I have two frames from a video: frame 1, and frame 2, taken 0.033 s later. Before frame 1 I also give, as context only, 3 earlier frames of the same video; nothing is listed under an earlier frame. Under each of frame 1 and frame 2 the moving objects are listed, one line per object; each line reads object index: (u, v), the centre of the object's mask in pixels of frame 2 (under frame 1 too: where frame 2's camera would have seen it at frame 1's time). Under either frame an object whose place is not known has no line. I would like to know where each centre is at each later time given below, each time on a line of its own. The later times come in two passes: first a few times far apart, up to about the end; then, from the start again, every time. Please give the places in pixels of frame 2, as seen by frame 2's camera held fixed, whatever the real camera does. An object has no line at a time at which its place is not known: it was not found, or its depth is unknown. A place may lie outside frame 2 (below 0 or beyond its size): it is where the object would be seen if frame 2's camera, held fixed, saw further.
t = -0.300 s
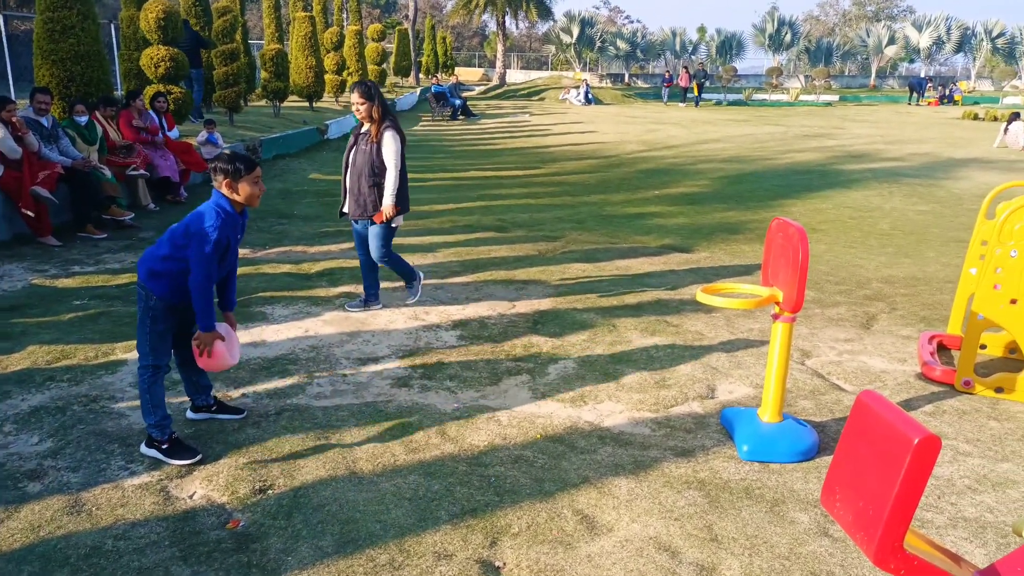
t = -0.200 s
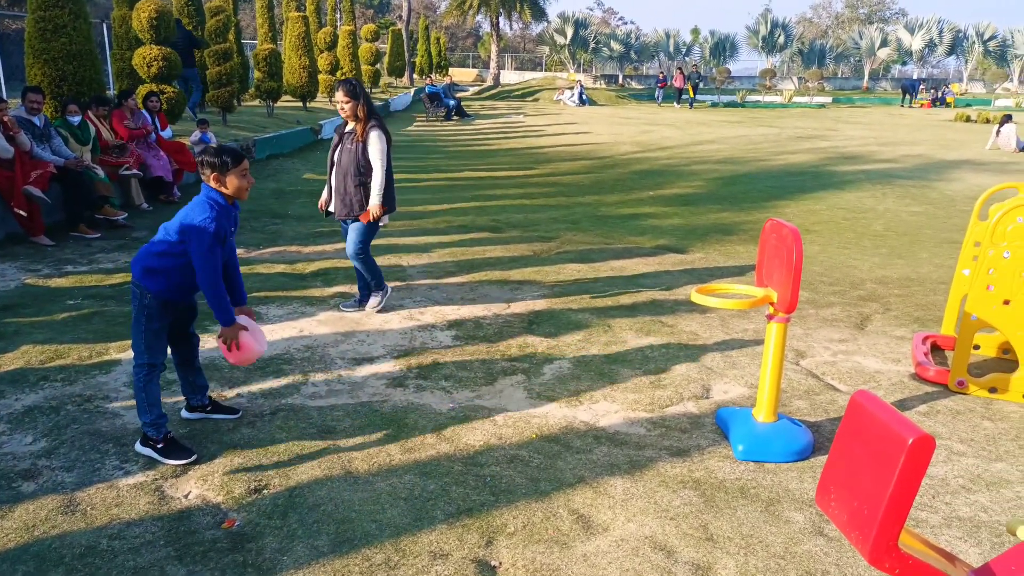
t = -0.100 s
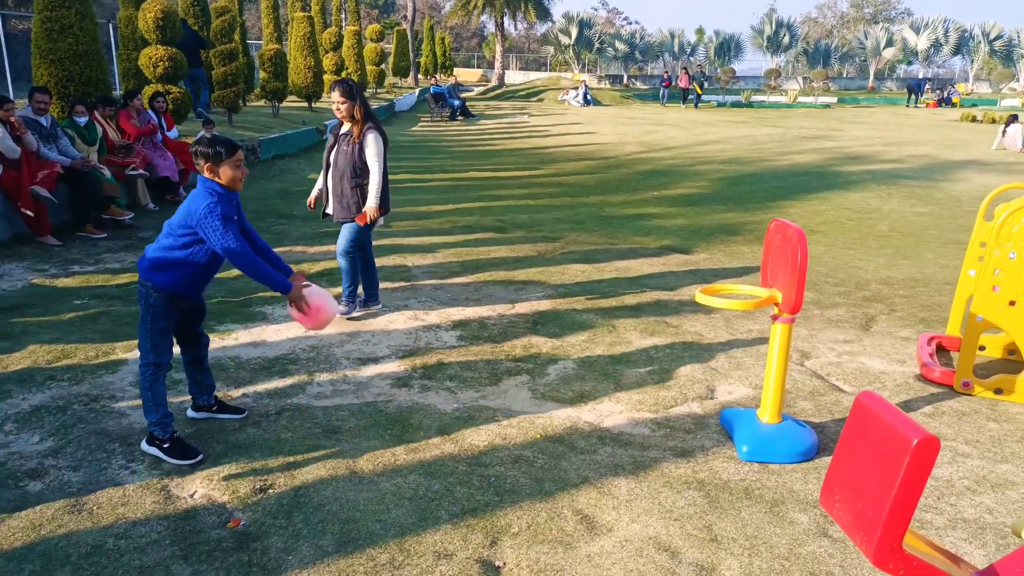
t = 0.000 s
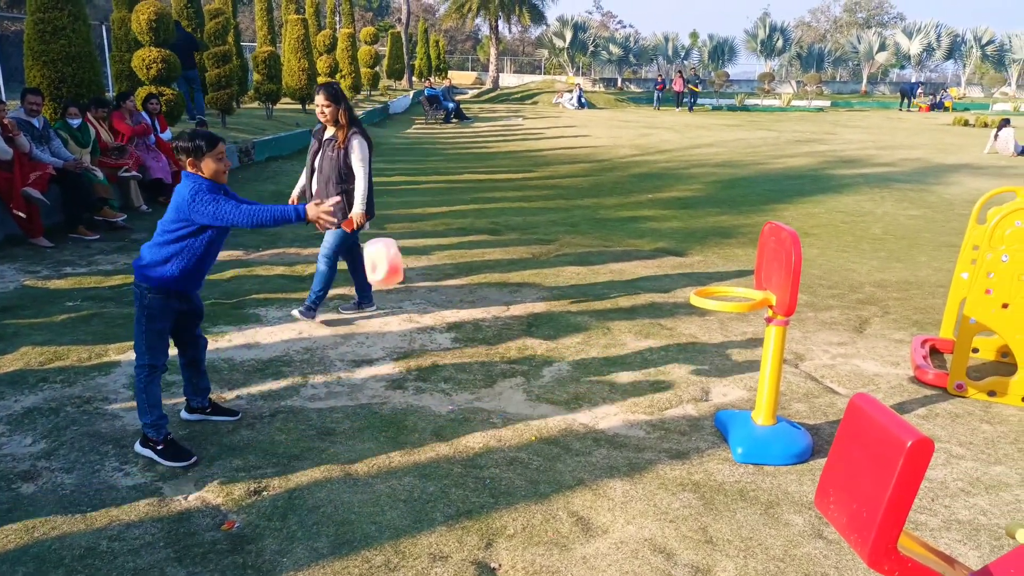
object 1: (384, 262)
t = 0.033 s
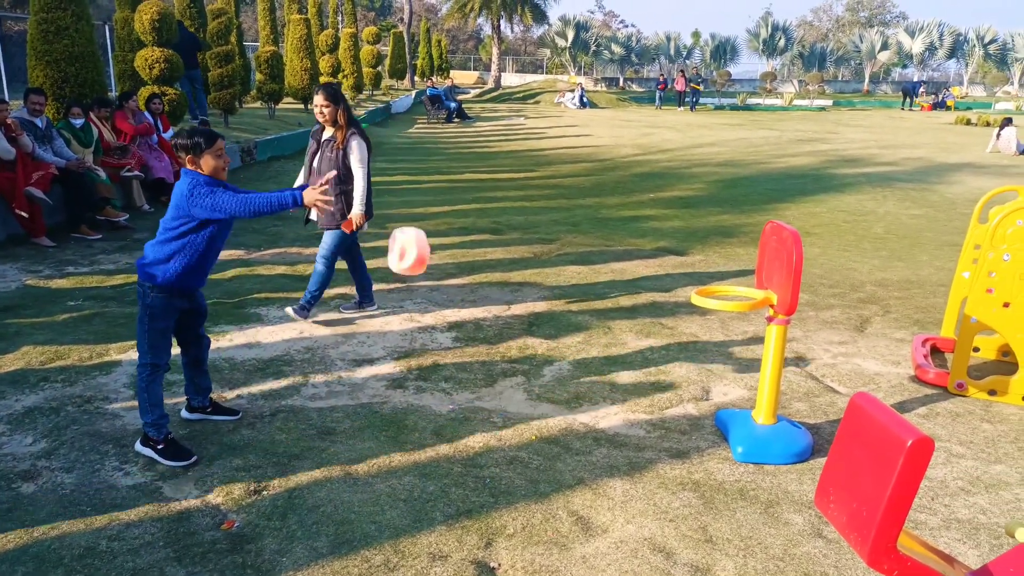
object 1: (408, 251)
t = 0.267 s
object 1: (570, 248)
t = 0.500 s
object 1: (703, 358)
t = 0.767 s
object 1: (702, 327)
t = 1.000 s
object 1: (671, 374)
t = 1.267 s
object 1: (638, 403)
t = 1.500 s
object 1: (609, 413)
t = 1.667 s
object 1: (589, 414)
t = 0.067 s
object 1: (432, 243)
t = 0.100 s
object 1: (455, 238)
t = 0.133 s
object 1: (480, 235)
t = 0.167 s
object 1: (504, 235)
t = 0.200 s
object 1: (526, 237)
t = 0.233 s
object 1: (548, 241)
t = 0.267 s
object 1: (570, 248)
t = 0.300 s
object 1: (592, 257)
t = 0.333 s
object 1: (612, 269)
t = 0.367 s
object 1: (634, 282)
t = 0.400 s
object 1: (653, 299)
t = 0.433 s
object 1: (671, 316)
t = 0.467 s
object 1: (687, 336)
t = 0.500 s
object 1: (703, 358)
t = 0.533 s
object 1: (718, 381)
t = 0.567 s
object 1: (730, 403)
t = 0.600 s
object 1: (727, 385)
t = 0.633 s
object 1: (722, 368)
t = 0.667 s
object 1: (719, 353)
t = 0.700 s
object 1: (713, 342)
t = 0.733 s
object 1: (707, 333)
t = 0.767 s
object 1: (702, 327)
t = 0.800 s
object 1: (699, 325)
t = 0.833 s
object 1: (695, 326)
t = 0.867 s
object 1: (690, 332)
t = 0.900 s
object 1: (685, 339)
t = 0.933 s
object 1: (681, 348)
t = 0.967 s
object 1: (676, 360)
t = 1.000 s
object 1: (671, 374)
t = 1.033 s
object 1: (667, 389)
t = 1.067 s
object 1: (661, 407)
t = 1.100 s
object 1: (655, 426)
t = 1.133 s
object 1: (652, 418)
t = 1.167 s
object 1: (649, 410)
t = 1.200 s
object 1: (645, 406)
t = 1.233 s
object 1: (642, 404)
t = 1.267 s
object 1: (638, 403)
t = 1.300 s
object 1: (634, 403)
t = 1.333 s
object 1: (630, 407)
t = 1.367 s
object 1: (626, 413)
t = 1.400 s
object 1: (621, 421)
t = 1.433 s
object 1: (617, 417)
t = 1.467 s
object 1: (613, 414)
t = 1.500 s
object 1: (609, 413)
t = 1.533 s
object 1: (606, 414)
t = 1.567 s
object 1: (601, 417)
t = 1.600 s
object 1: (596, 416)
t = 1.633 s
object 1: (592, 415)
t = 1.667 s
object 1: (589, 414)
